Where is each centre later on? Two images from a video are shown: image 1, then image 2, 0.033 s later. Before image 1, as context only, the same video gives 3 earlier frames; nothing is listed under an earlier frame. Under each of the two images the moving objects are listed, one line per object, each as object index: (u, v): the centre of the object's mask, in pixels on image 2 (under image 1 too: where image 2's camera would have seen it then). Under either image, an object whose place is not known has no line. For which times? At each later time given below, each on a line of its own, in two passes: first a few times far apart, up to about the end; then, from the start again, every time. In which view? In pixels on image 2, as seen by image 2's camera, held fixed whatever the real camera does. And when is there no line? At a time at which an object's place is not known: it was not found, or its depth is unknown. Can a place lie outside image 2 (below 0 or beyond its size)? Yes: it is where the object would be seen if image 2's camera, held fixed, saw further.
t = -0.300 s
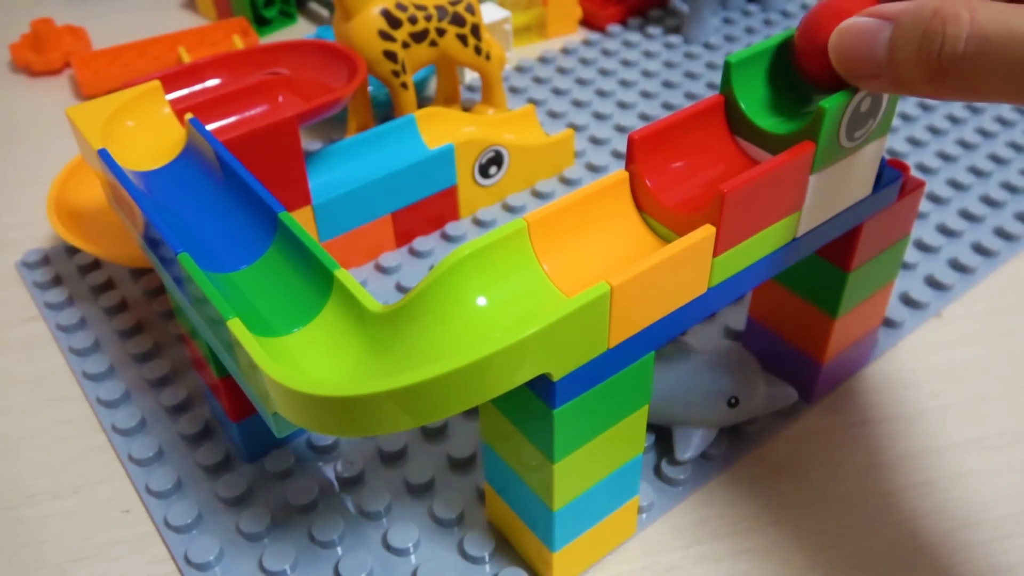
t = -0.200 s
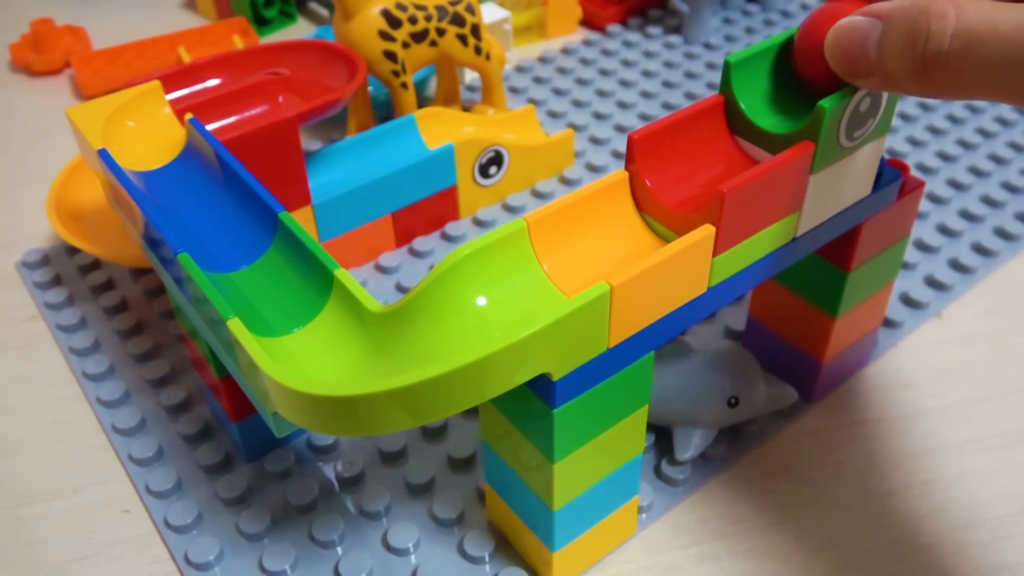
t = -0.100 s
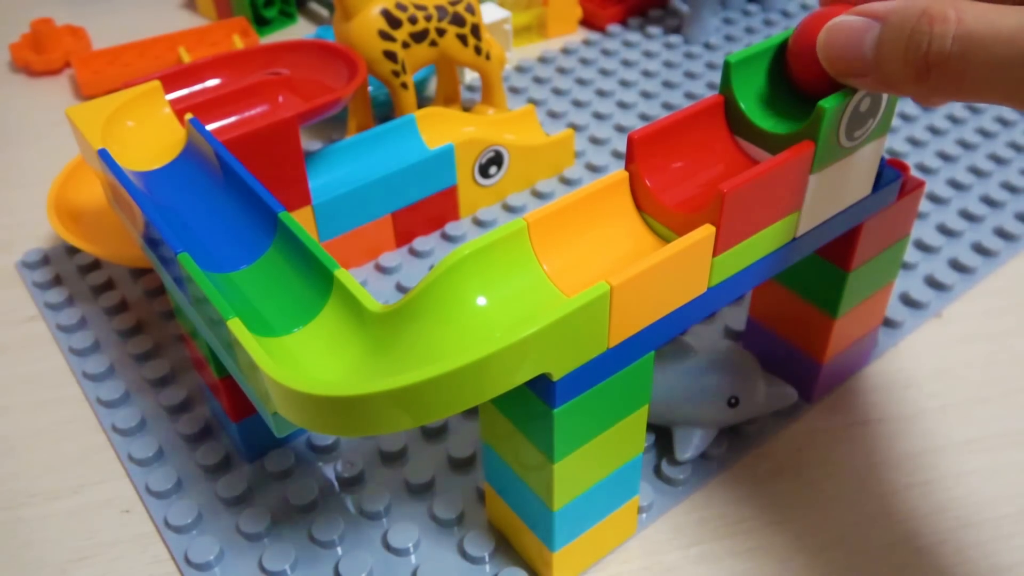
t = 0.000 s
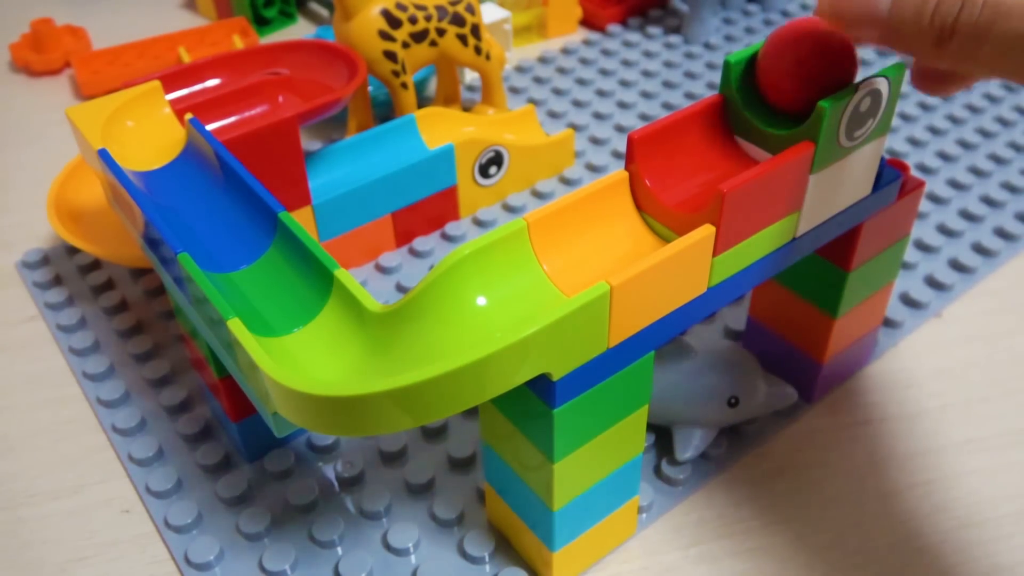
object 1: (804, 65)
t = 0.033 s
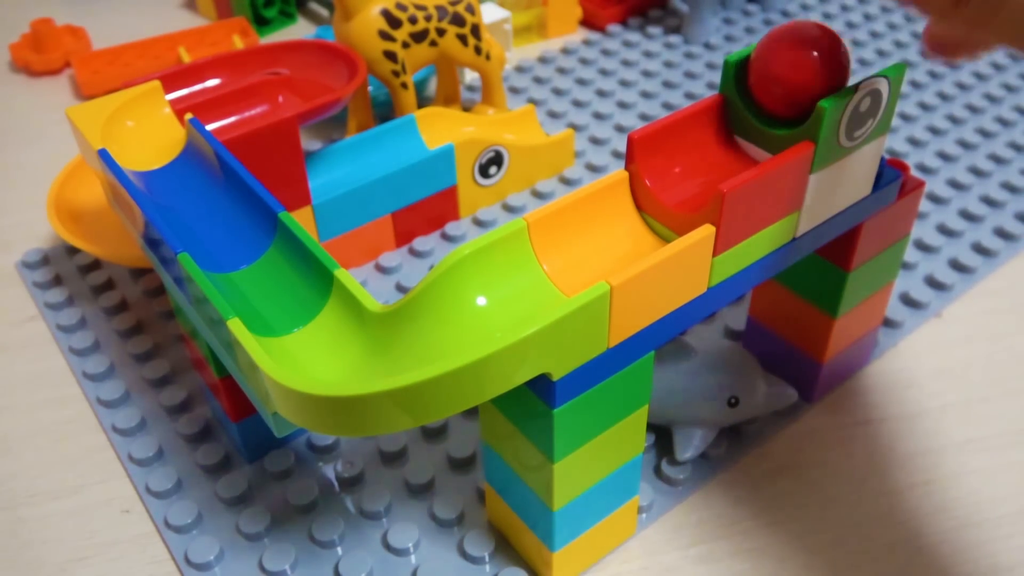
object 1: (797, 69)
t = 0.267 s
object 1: (726, 133)
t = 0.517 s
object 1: (582, 238)
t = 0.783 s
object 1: (370, 336)
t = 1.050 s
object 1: (170, 160)
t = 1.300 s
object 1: (270, 92)
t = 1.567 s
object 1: (254, 57)
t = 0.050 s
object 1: (794, 70)
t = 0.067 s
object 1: (790, 72)
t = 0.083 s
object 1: (787, 74)
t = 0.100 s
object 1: (784, 76)
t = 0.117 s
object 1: (781, 77)
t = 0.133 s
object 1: (777, 79)
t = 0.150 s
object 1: (774, 81)
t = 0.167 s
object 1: (771, 83)
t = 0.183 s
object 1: (768, 85)
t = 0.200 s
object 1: (763, 90)
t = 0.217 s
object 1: (756, 96)
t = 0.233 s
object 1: (747, 108)
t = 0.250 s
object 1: (734, 127)
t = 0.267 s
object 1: (726, 133)
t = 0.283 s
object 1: (718, 138)
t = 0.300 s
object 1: (708, 142)
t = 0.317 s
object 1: (701, 148)
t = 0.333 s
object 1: (693, 153)
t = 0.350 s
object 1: (686, 155)
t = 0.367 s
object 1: (680, 158)
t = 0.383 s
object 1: (669, 166)
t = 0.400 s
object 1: (663, 171)
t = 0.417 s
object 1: (653, 184)
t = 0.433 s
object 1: (639, 204)
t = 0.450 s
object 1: (621, 213)
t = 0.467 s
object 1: (615, 211)
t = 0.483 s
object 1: (607, 221)
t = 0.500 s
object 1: (594, 229)
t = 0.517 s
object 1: (582, 238)
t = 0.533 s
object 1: (574, 244)
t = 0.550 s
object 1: (564, 249)
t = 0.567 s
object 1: (553, 253)
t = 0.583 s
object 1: (542, 259)
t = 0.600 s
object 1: (533, 265)
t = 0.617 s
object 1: (523, 270)
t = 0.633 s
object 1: (513, 274)
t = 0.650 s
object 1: (503, 279)
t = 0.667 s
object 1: (492, 285)
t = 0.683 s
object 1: (481, 292)
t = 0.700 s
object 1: (467, 298)
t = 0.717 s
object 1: (452, 306)
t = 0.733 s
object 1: (434, 314)
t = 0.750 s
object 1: (414, 322)
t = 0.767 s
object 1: (392, 330)
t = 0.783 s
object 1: (370, 336)
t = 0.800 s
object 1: (349, 340)
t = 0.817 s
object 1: (329, 339)
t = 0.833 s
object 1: (313, 327)
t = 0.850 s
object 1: (299, 311)
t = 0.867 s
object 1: (286, 296)
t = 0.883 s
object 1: (274, 282)
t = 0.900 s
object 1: (262, 267)
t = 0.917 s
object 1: (250, 253)
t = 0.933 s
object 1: (237, 240)
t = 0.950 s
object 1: (227, 227)
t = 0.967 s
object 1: (217, 215)
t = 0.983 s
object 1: (207, 203)
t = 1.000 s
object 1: (196, 192)
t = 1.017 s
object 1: (187, 181)
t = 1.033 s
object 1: (178, 171)
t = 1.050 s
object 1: (170, 160)
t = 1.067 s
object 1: (161, 151)
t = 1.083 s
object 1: (152, 141)
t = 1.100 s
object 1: (144, 133)
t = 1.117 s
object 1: (140, 123)
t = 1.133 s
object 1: (147, 114)
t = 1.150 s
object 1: (157, 105)
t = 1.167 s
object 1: (170, 97)
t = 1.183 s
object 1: (191, 92)
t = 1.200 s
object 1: (211, 96)
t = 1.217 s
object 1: (228, 104)
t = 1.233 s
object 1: (234, 100)
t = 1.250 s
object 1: (245, 95)
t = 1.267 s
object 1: (251, 97)
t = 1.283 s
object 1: (261, 94)
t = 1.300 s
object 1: (270, 92)
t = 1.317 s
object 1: (279, 88)
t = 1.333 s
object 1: (289, 85)
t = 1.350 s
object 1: (296, 82)
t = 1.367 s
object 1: (305, 79)
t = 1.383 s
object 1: (312, 77)
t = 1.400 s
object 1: (317, 74)
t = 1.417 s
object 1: (321, 71)
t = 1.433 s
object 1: (323, 69)
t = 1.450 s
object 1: (324, 66)
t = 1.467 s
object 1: (322, 64)
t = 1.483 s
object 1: (316, 61)
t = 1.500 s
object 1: (308, 56)
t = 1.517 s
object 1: (299, 54)
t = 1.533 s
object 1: (287, 53)
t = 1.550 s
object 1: (271, 52)
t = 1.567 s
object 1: (254, 57)
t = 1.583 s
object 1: (236, 62)
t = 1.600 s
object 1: (219, 67)
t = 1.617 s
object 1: (203, 73)
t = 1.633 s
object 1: (190, 76)
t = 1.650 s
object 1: (179, 78)
